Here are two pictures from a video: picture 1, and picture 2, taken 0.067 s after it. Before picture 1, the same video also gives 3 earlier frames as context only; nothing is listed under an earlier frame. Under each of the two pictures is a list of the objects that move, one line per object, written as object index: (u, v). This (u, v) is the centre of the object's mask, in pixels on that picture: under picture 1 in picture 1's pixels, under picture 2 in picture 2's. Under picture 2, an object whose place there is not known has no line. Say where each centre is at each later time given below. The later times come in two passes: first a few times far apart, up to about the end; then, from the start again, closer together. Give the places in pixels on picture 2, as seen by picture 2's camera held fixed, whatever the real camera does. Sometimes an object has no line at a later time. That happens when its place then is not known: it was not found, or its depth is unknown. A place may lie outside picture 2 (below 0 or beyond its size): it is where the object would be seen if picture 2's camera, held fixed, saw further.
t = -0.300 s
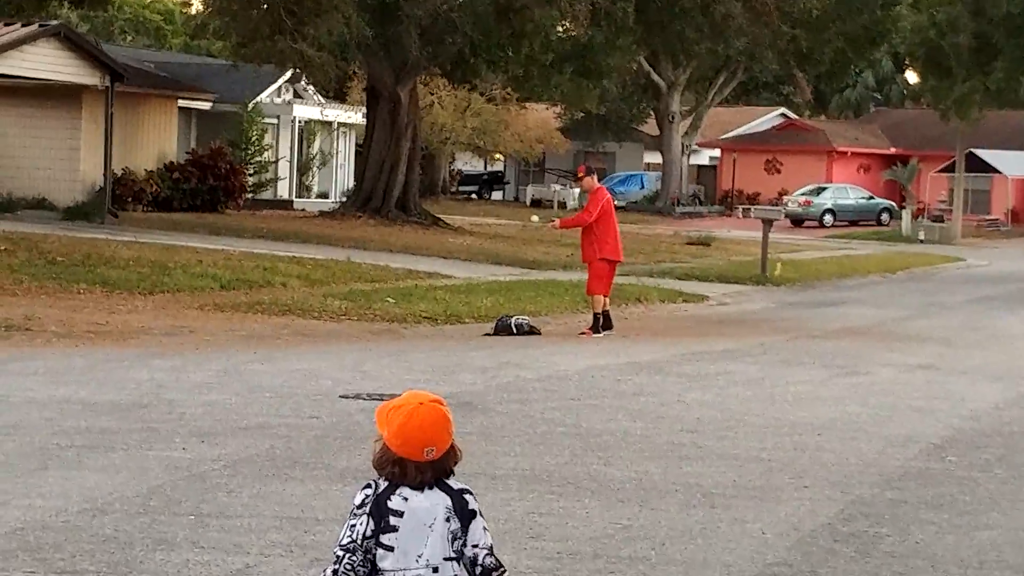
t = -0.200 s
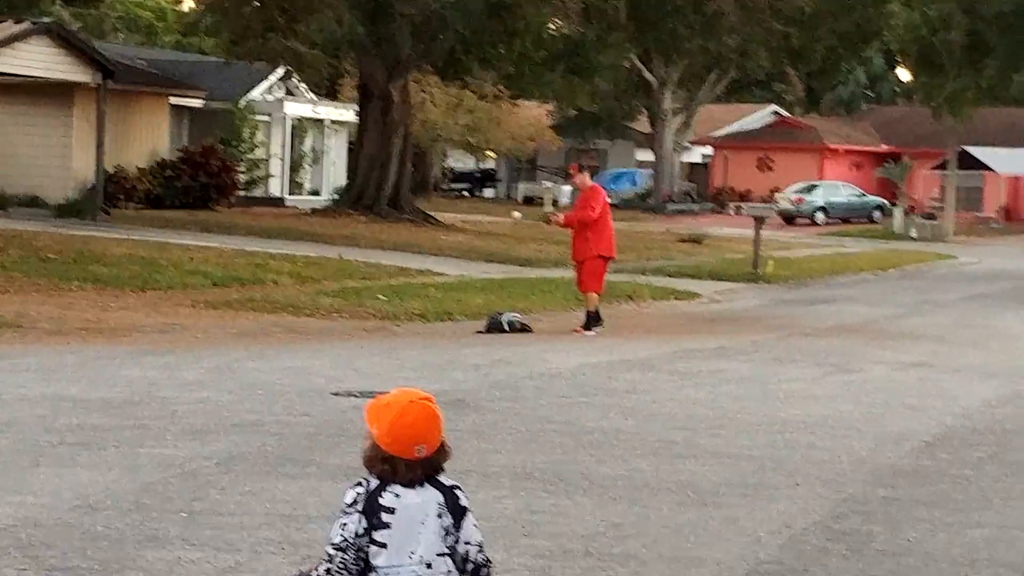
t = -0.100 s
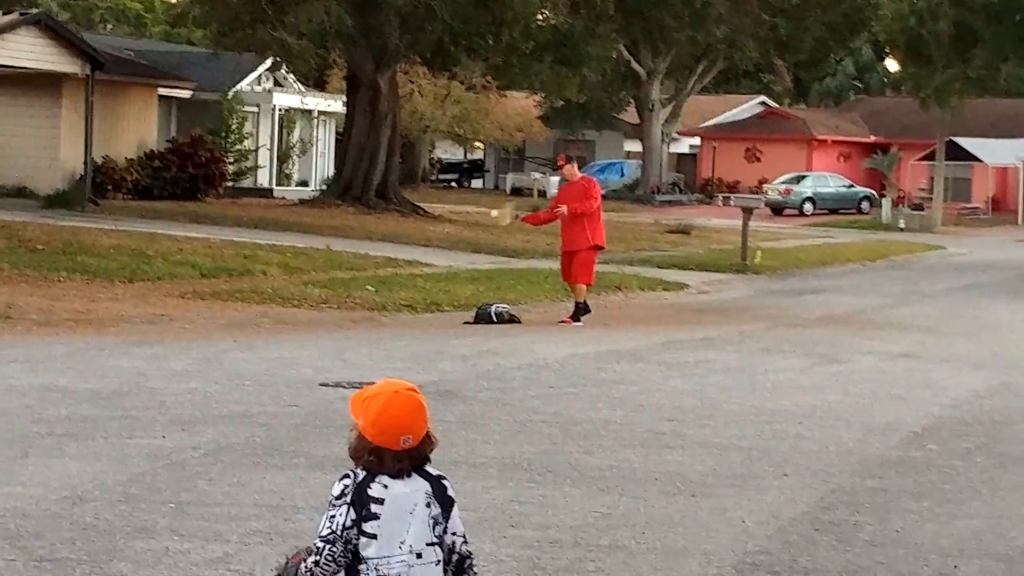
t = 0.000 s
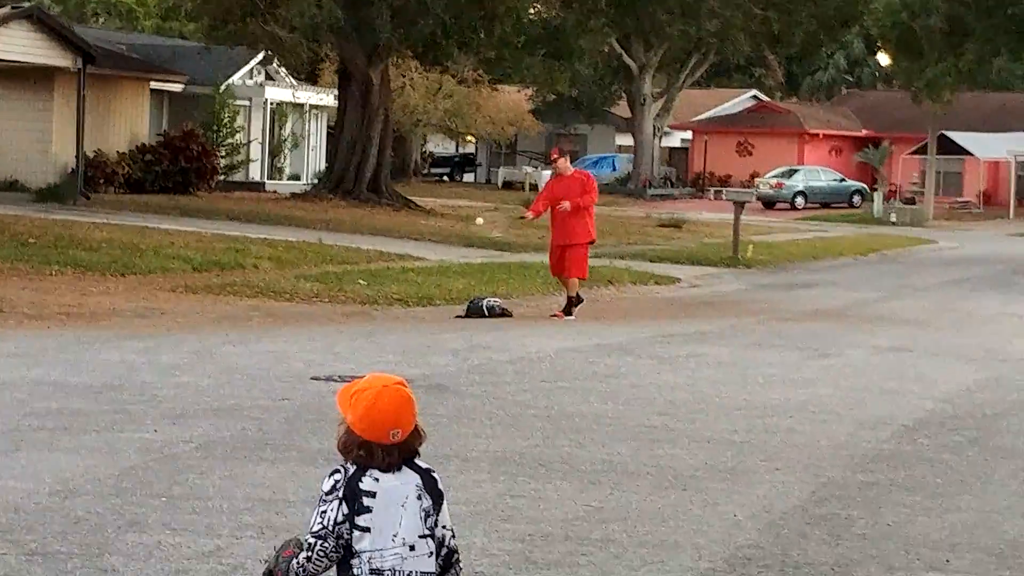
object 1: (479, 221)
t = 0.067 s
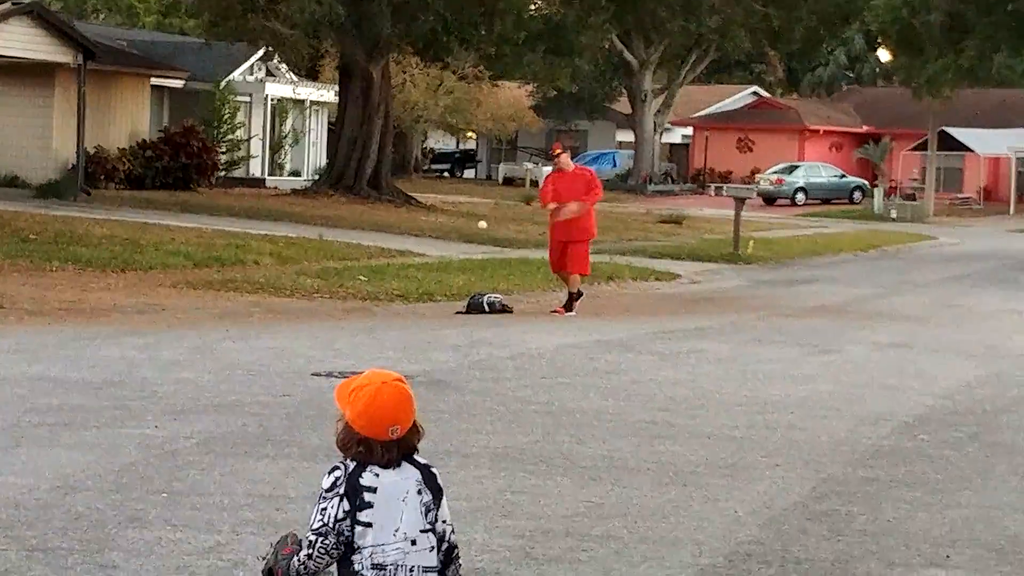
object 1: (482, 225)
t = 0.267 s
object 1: (484, 272)
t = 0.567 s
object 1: (490, 277)
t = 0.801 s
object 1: (498, 242)
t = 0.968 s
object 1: (499, 279)
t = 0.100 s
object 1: (483, 230)
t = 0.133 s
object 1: (484, 236)
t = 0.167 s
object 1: (484, 242)
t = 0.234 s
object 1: (484, 261)
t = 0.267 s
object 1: (484, 272)
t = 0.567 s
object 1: (490, 277)
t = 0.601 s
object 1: (492, 266)
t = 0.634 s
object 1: (493, 257)
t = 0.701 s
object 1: (496, 244)
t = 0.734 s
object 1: (497, 241)
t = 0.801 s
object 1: (498, 242)
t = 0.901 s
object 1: (499, 257)
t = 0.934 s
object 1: (499, 267)
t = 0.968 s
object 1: (499, 279)
